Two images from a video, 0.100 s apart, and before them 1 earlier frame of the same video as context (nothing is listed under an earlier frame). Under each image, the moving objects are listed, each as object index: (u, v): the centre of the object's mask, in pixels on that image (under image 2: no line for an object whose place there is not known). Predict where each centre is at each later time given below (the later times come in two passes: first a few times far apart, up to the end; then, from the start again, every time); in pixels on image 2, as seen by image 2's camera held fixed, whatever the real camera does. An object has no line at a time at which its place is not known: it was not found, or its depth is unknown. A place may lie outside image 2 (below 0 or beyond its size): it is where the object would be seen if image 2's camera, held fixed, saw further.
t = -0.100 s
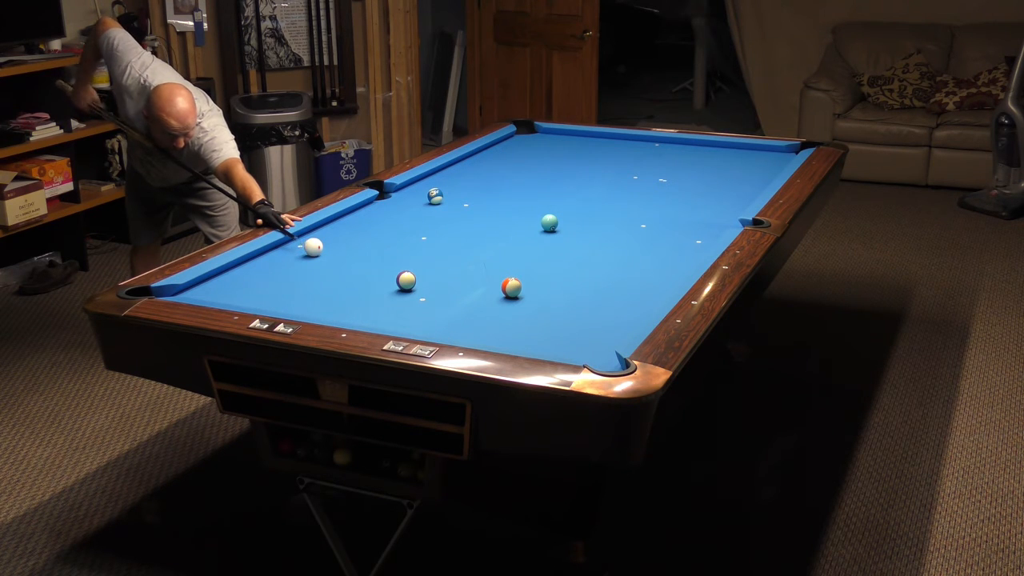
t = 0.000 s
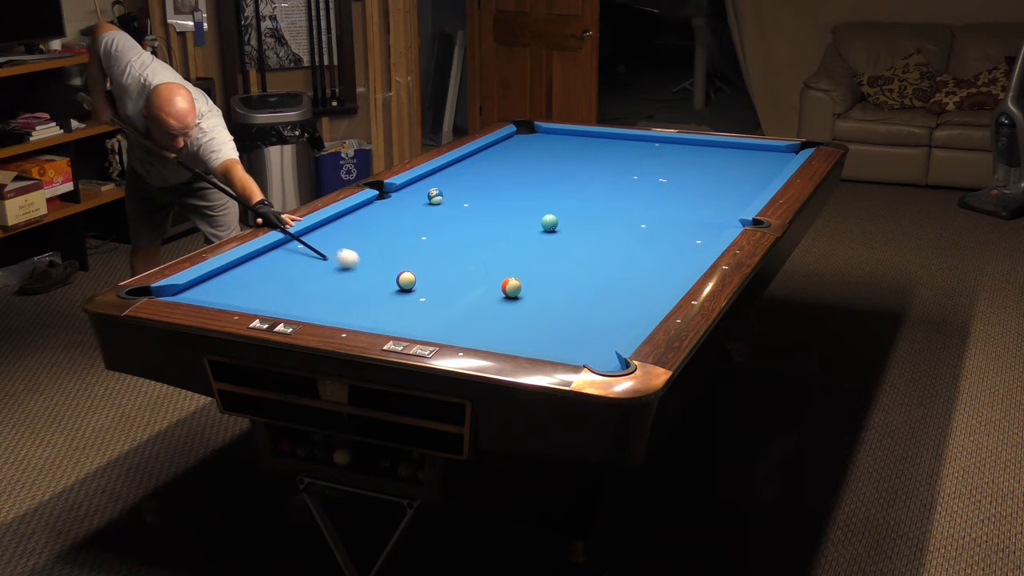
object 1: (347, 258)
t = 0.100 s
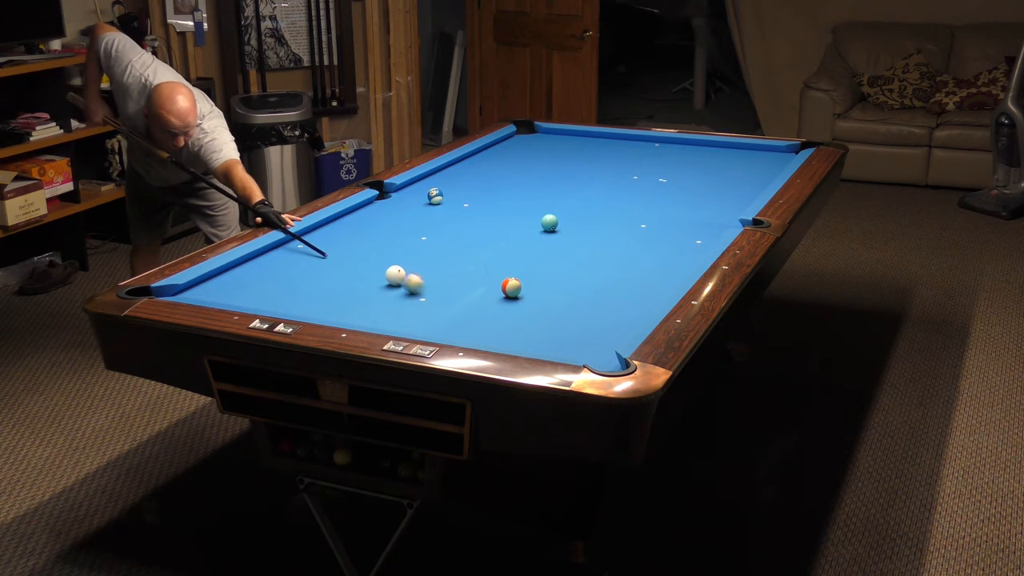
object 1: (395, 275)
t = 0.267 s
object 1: (398, 273)
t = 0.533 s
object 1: (400, 268)
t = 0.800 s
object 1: (401, 265)
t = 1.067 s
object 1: (402, 262)
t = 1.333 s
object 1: (403, 260)
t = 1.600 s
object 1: (403, 259)
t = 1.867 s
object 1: (403, 258)
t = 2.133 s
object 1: (404, 258)
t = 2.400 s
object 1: (404, 258)
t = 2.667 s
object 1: (404, 258)
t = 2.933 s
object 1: (404, 258)
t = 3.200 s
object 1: (404, 258)
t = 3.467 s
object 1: (404, 258)
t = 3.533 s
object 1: (404, 258)
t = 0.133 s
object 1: (397, 275)
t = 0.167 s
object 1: (397, 274)
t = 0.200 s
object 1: (398, 274)
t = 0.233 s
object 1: (398, 273)
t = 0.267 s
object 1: (398, 273)
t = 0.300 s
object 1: (398, 272)
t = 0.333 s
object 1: (399, 272)
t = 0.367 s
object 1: (399, 271)
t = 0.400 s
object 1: (399, 270)
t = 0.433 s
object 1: (399, 270)
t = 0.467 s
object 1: (400, 269)
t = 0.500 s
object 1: (400, 269)
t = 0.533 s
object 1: (400, 268)
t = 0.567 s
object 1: (400, 268)
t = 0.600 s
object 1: (400, 267)
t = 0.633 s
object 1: (400, 267)
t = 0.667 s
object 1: (401, 266)
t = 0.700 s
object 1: (401, 266)
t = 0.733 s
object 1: (401, 266)
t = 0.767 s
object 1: (401, 266)
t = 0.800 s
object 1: (401, 265)
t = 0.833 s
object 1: (401, 265)
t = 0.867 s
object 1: (402, 264)
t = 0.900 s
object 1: (402, 264)
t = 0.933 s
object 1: (402, 263)
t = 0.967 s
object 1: (402, 263)
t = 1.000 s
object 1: (402, 263)
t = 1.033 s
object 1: (402, 263)
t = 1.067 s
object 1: (402, 262)
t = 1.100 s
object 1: (402, 262)
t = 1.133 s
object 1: (402, 262)
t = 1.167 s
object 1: (402, 261)
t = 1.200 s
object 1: (403, 261)
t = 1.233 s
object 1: (403, 261)
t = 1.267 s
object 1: (403, 260)
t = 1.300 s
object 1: (402, 260)
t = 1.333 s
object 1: (403, 260)
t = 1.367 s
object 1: (403, 260)
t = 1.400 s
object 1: (403, 260)
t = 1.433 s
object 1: (403, 260)
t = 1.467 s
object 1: (403, 259)
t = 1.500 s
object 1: (403, 259)
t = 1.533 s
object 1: (403, 259)
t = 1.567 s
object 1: (403, 259)
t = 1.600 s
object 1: (403, 259)
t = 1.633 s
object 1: (403, 259)
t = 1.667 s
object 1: (403, 259)
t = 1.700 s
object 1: (403, 259)
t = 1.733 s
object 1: (403, 258)
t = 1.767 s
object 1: (403, 258)
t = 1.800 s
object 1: (403, 258)
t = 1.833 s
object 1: (403, 258)
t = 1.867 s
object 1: (403, 258)
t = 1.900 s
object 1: (403, 258)
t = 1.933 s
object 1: (403, 258)
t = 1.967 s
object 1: (403, 258)
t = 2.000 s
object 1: (403, 258)
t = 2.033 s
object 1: (403, 258)
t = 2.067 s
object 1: (403, 258)
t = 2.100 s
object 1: (403, 258)
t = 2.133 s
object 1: (404, 258)
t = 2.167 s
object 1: (404, 258)
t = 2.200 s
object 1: (404, 258)
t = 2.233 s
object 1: (404, 258)
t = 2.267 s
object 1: (404, 258)
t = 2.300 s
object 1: (404, 258)
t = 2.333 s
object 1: (404, 258)
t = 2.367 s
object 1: (404, 258)
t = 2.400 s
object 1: (404, 258)
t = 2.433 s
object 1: (404, 258)
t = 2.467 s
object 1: (404, 258)
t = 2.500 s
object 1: (404, 258)
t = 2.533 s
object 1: (404, 258)
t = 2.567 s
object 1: (404, 258)
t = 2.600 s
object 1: (404, 258)
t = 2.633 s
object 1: (404, 258)
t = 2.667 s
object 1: (404, 258)
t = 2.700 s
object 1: (404, 258)
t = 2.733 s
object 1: (404, 258)
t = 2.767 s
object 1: (404, 258)
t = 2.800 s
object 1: (404, 258)
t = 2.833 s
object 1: (404, 258)
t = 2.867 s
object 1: (404, 258)
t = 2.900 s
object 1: (404, 258)
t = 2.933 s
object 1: (404, 258)
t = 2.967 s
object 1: (404, 258)
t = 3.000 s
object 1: (404, 258)
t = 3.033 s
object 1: (404, 258)
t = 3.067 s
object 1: (404, 258)
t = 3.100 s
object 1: (404, 258)
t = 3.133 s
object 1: (404, 258)
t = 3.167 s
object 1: (404, 258)
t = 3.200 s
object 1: (404, 258)
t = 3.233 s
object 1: (404, 258)
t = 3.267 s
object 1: (404, 258)
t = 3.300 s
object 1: (404, 258)
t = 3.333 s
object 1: (404, 258)
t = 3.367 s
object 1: (404, 258)
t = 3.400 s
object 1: (404, 258)
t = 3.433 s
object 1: (404, 258)
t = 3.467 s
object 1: (404, 258)
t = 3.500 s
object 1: (404, 258)
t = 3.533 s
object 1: (404, 258)
